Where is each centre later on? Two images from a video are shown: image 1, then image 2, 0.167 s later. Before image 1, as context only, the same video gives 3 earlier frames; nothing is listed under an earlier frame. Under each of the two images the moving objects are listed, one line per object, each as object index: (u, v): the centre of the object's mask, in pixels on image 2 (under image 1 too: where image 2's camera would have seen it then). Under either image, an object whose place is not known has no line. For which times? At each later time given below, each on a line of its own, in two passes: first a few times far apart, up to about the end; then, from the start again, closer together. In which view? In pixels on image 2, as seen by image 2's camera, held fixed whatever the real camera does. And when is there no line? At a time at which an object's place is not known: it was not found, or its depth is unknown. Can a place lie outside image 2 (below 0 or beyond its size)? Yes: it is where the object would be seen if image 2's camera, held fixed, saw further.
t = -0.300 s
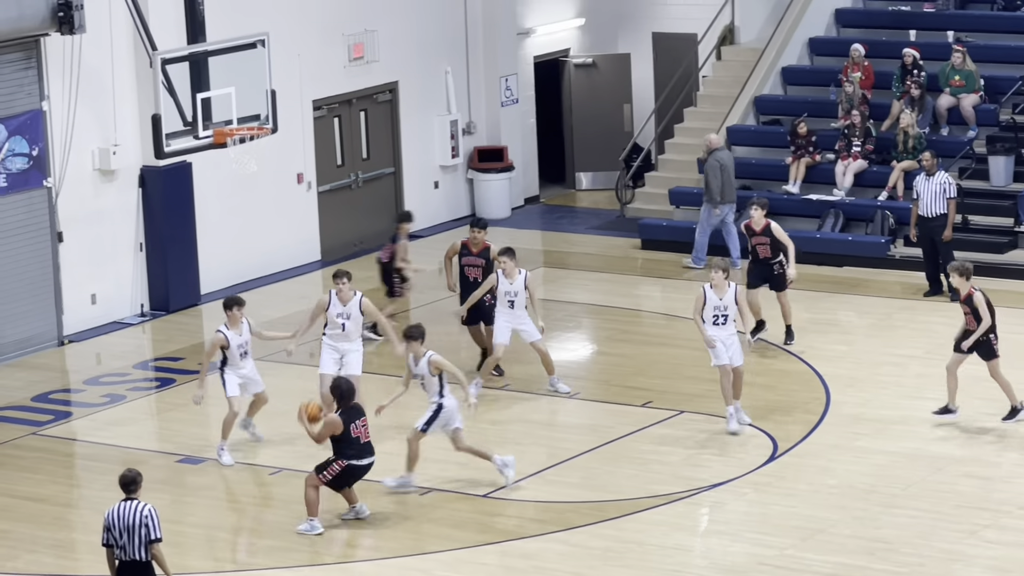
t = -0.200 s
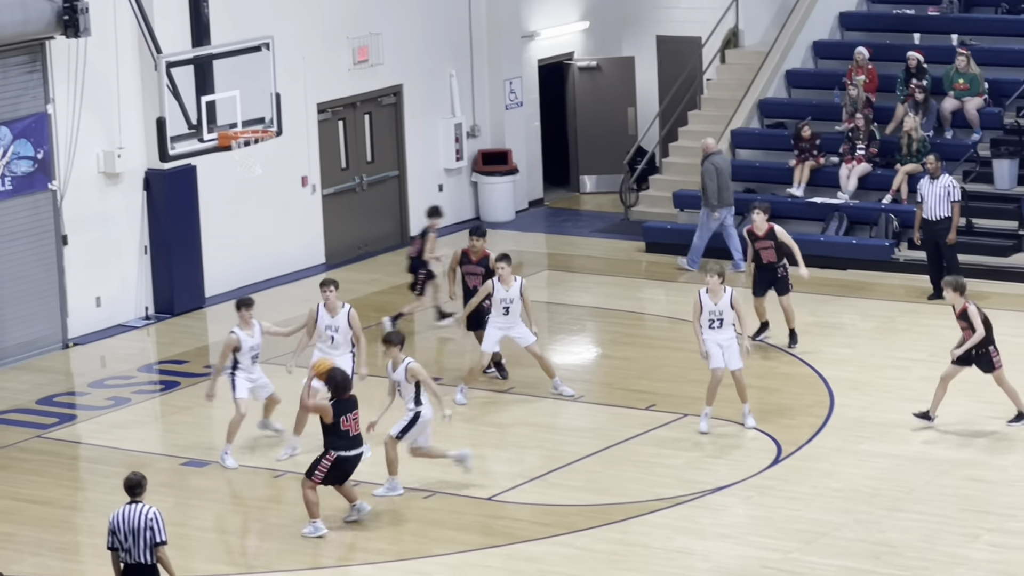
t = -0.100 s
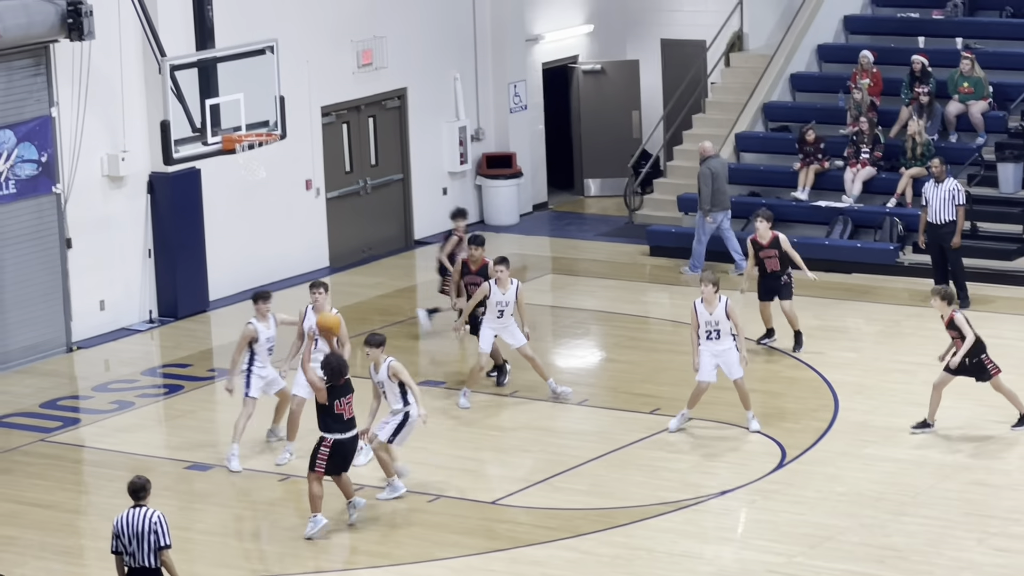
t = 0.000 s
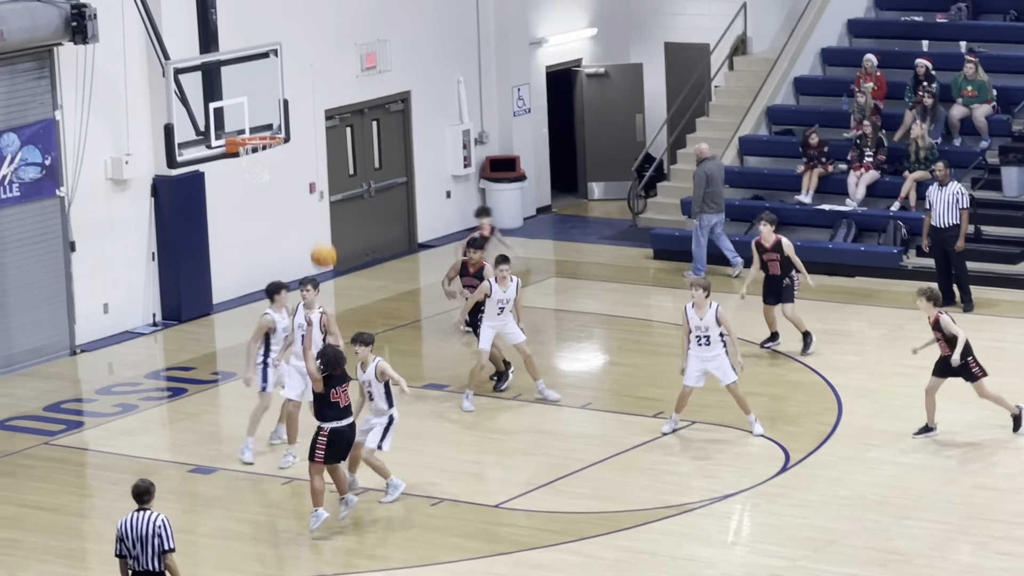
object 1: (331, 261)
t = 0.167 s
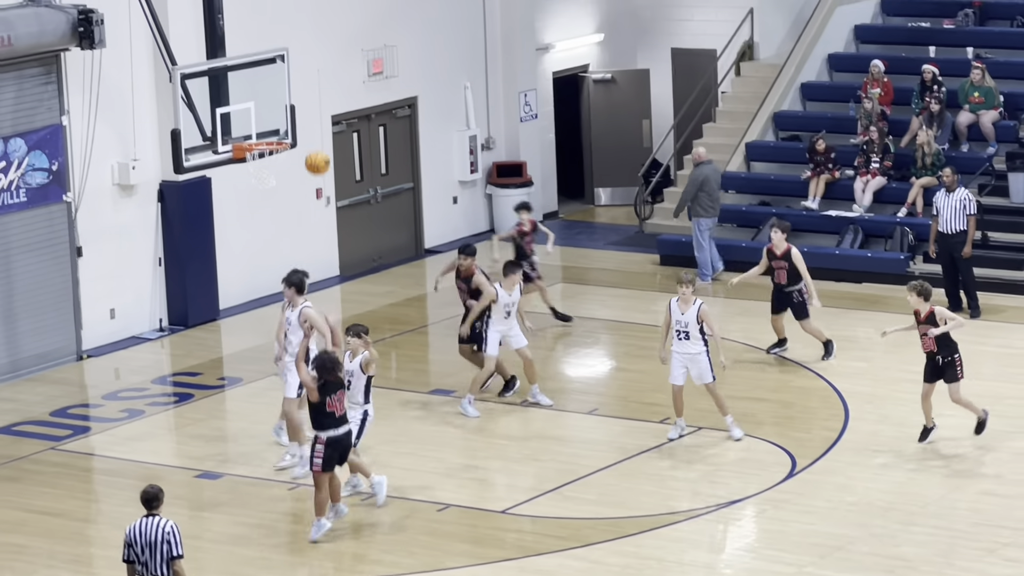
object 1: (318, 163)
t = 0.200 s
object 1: (315, 146)
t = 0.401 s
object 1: (303, 76)
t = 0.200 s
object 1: (315, 146)
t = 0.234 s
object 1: (313, 132)
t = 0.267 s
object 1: (311, 118)
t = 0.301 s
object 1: (309, 106)
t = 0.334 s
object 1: (307, 95)
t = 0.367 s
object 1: (305, 85)
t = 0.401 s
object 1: (303, 76)
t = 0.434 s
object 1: (302, 70)
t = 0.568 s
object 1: (296, 51)
